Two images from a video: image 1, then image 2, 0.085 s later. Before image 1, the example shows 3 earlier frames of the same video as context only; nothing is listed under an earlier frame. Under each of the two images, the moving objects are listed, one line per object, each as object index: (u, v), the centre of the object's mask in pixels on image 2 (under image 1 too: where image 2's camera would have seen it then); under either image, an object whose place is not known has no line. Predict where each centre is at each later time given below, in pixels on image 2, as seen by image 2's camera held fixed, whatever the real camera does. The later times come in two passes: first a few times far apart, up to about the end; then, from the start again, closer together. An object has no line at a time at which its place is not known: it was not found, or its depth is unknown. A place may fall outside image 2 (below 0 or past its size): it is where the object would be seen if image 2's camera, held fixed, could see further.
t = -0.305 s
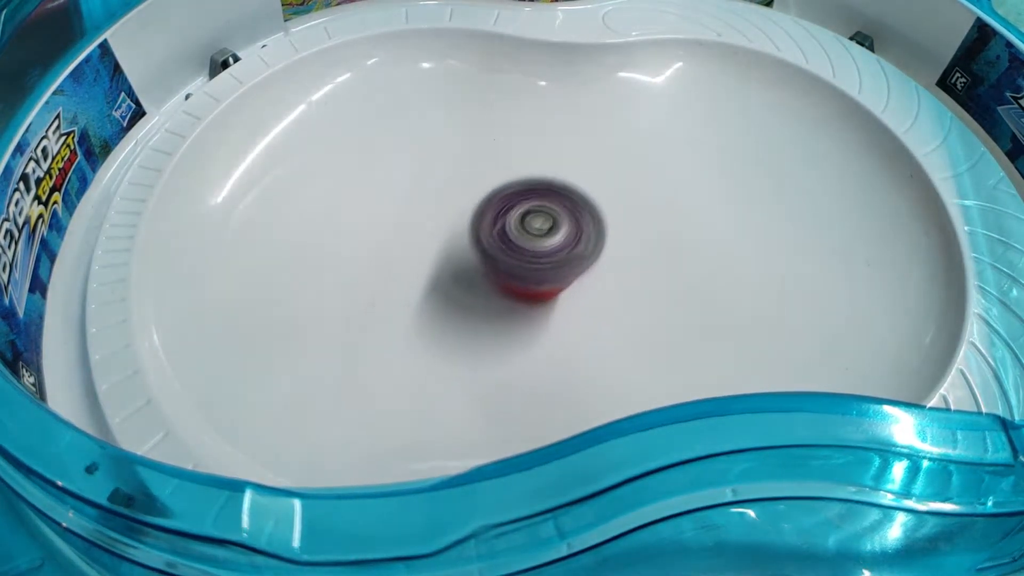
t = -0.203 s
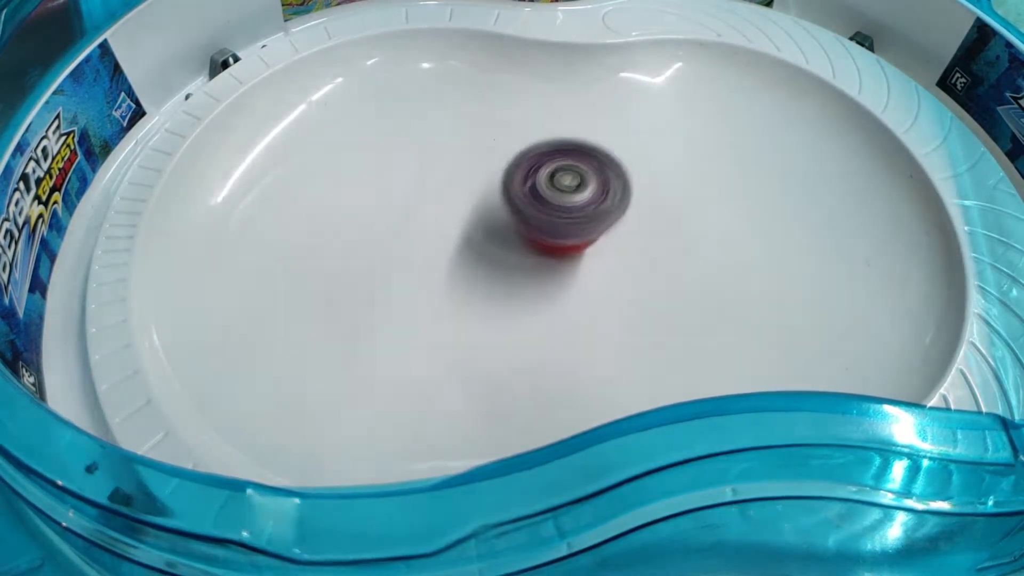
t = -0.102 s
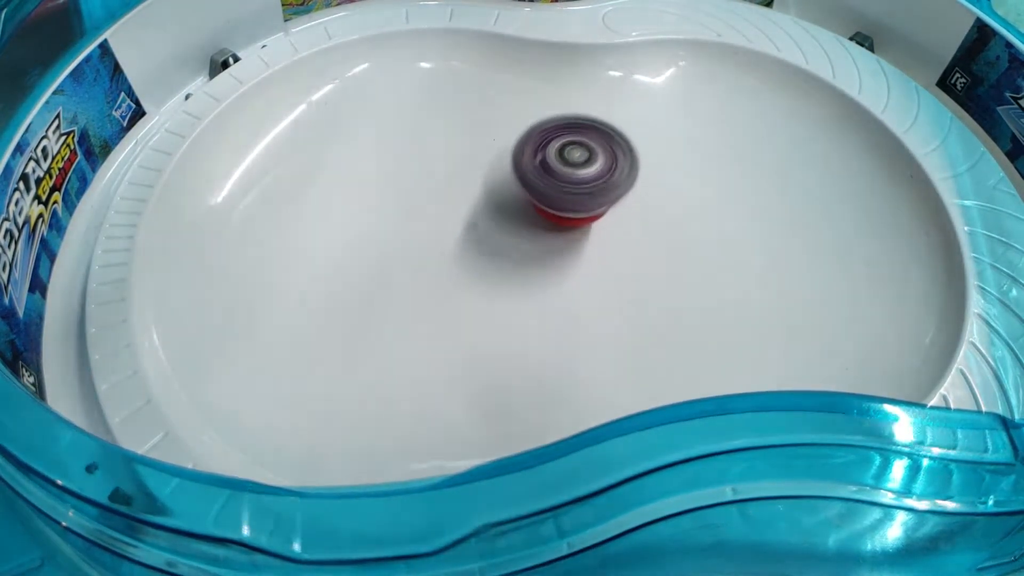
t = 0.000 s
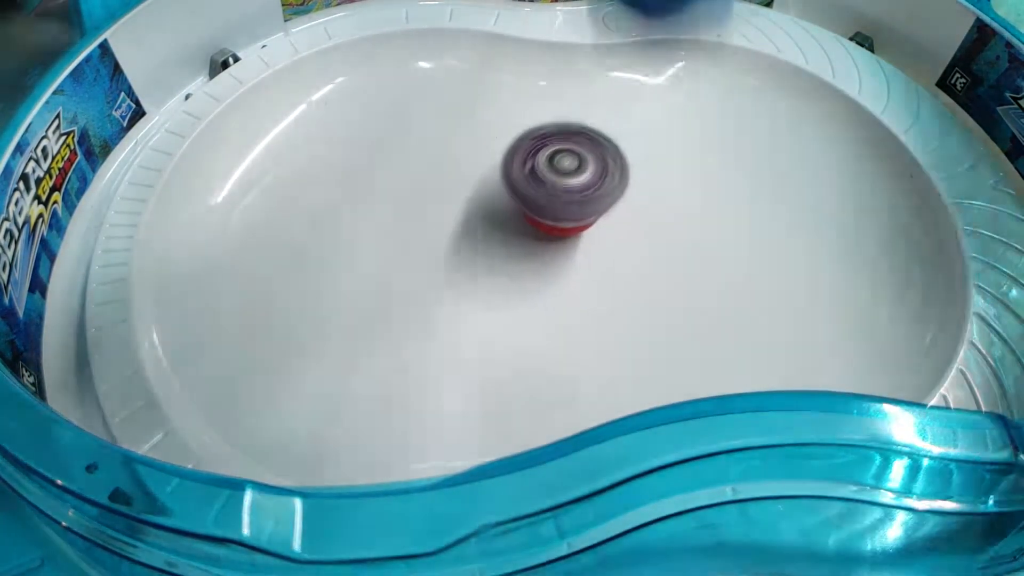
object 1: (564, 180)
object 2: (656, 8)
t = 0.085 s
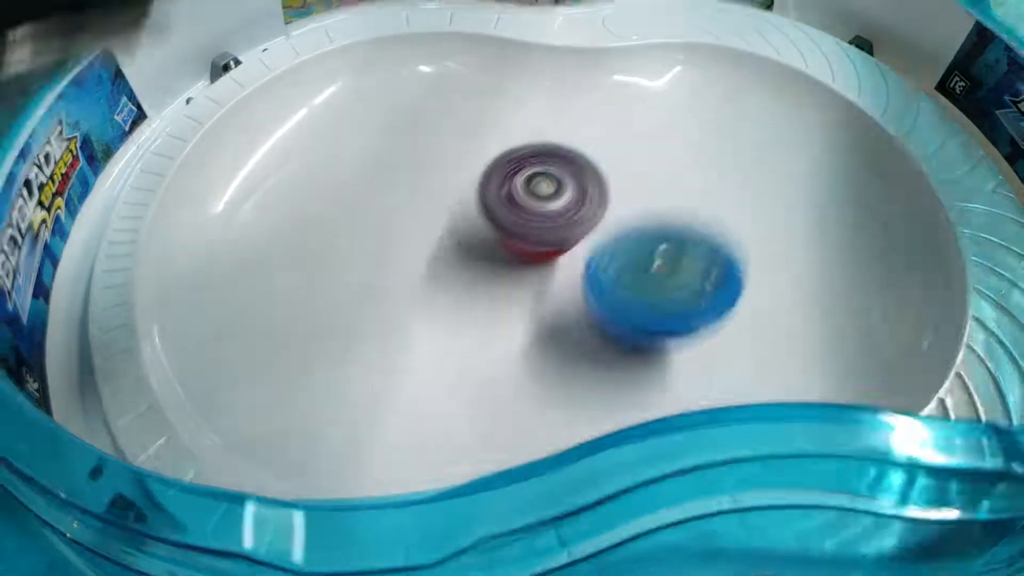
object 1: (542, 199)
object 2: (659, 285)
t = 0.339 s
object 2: (723, 164)
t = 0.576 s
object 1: (421, 295)
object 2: (725, 185)
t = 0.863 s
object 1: (469, 234)
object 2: (648, 298)
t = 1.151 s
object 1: (299, 214)
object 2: (790, 276)
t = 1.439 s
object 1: (472, 367)
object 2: (704, 158)
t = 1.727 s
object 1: (735, 215)
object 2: (465, 225)
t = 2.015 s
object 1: (742, 120)
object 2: (254, 342)
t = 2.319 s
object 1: (678, 180)
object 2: (391, 370)
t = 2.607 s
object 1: (813, 139)
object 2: (306, 284)
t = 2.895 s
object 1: (671, 314)
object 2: (573, 150)
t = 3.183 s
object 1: (536, 256)
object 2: (740, 249)
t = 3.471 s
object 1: (481, 204)
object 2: (781, 255)
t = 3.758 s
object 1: (473, 326)
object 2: (676, 138)
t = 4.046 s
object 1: (412, 318)
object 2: (541, 205)
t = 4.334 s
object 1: (303, 337)
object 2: (569, 204)
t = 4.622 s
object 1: (434, 245)
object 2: (667, 226)
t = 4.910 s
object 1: (350, 227)
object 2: (849, 205)
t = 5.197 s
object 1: (388, 280)
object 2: (732, 216)
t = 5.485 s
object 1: (455, 242)
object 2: (602, 277)
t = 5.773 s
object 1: (394, 178)
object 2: (532, 275)
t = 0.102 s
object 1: (536, 208)
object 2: (672, 254)
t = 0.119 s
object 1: (531, 216)
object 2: (681, 235)
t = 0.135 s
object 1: (525, 217)
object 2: (688, 218)
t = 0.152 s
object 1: (518, 221)
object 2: (693, 207)
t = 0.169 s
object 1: (512, 232)
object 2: (697, 202)
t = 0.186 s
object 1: (505, 237)
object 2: (700, 203)
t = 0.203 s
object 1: (499, 243)
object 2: (701, 209)
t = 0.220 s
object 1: (493, 250)
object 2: (703, 208)
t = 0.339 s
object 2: (723, 164)
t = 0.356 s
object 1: (445, 285)
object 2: (725, 160)
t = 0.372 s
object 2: (726, 157)
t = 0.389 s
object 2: (728, 155)
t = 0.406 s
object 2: (729, 154)
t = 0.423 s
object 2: (730, 154)
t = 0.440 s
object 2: (731, 154)
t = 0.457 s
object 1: (420, 296)
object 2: (731, 156)
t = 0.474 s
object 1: (417, 297)
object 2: (732, 157)
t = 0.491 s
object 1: (416, 297)
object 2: (731, 161)
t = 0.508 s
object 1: (416, 297)
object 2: (731, 164)
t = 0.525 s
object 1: (416, 297)
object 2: (730, 168)
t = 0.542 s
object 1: (417, 296)
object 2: (729, 173)
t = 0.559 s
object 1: (419, 296)
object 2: (727, 178)
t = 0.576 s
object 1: (421, 295)
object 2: (725, 185)
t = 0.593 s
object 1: (424, 294)
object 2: (722, 192)
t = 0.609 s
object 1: (428, 292)
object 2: (720, 198)
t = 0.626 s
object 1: (432, 291)
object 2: (717, 205)
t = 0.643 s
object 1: (437, 289)
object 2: (714, 213)
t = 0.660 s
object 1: (441, 286)
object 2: (710, 220)
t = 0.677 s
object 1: (446, 283)
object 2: (704, 229)
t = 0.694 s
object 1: (452, 280)
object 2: (699, 237)
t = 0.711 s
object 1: (456, 277)
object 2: (693, 245)
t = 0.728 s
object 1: (462, 273)
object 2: (687, 252)
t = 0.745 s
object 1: (467, 269)
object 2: (678, 260)
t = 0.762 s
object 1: (471, 265)
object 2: (670, 266)
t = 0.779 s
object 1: (476, 261)
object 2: (661, 273)
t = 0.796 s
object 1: (480, 257)
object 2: (652, 278)
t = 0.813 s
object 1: (485, 253)
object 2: (643, 281)
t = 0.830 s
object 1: (488, 250)
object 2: (635, 285)
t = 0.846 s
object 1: (480, 242)
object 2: (639, 292)
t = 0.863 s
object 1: (469, 234)
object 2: (648, 298)
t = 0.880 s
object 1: (458, 227)
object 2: (656, 304)
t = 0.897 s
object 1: (447, 221)
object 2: (664, 309)
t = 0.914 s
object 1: (435, 214)
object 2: (673, 313)
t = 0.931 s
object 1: (423, 209)
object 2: (682, 316)
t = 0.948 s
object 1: (411, 205)
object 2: (691, 318)
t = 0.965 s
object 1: (398, 200)
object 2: (700, 319)
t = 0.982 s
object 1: (387, 197)
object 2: (708, 319)
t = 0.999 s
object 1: (375, 195)
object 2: (717, 318)
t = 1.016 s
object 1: (363, 193)
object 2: (727, 315)
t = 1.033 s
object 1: (352, 192)
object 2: (737, 313)
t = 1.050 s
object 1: (341, 192)
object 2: (745, 309)
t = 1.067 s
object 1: (331, 194)
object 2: (754, 305)
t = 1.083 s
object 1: (323, 195)
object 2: (763, 300)
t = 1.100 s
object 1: (315, 199)
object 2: (771, 294)
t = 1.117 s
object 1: (308, 203)
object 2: (778, 289)
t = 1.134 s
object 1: (303, 208)
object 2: (784, 283)
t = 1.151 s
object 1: (299, 214)
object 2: (790, 276)
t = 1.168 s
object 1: (296, 221)
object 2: (793, 268)
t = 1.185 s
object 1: (295, 229)
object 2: (796, 262)
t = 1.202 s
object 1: (295, 238)
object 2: (797, 253)
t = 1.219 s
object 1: (297, 247)
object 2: (797, 245)
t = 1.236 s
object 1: (301, 258)
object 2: (795, 237)
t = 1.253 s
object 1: (305, 269)
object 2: (792, 229)
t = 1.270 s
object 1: (312, 280)
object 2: (788, 220)
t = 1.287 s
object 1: (321, 292)
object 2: (782, 213)
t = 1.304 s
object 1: (330, 303)
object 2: (777, 205)
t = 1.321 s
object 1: (342, 316)
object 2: (769, 197)
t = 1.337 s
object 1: (355, 327)
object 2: (760, 190)
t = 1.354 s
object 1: (372, 338)
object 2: (752, 183)
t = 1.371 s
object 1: (389, 347)
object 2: (743, 176)
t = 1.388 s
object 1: (407, 356)
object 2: (734, 171)
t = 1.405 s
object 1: (429, 362)
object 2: (724, 166)
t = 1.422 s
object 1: (451, 365)
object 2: (714, 161)
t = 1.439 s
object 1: (472, 367)
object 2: (704, 158)
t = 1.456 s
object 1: (495, 364)
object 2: (694, 155)
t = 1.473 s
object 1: (516, 362)
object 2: (682, 153)
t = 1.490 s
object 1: (534, 359)
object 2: (672, 152)
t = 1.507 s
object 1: (552, 353)
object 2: (661, 152)
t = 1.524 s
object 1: (571, 347)
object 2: (648, 153)
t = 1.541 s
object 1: (587, 340)
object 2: (637, 154)
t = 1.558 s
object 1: (602, 332)
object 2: (624, 157)
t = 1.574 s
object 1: (619, 323)
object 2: (611, 162)
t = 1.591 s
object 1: (634, 313)
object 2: (597, 166)
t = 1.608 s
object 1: (649, 302)
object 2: (583, 172)
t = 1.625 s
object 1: (664, 290)
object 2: (568, 179)
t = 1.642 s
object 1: (679, 278)
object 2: (553, 186)
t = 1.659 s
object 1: (693, 265)
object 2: (537, 194)
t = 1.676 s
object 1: (704, 251)
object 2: (520, 202)
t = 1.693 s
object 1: (715, 239)
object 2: (502, 210)
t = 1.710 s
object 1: (726, 227)
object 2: (485, 218)
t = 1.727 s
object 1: (735, 215)
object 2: (465, 225)
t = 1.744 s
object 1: (743, 203)
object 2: (446, 234)
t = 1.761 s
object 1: (750, 192)
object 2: (427, 242)
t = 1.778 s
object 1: (757, 182)
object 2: (407, 249)
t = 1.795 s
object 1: (762, 171)
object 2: (387, 255)
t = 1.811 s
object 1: (767, 161)
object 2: (366, 262)
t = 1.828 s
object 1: (771, 152)
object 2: (347, 270)
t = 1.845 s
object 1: (773, 144)
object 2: (329, 276)
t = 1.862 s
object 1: (775, 136)
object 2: (311, 283)
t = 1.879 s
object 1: (775, 129)
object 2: (296, 290)
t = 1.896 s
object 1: (774, 124)
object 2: (282, 297)
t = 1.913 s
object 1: (773, 119)
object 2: (270, 304)
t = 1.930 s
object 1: (770, 116)
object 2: (260, 310)
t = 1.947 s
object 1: (766, 115)
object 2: (253, 317)
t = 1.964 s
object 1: (761, 114)
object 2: (248, 324)
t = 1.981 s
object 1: (756, 114)
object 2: (247, 330)
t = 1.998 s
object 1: (749, 117)
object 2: (249, 336)
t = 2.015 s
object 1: (742, 120)
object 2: (254, 342)
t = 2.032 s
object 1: (734, 124)
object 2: (262, 347)
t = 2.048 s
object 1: (726, 129)
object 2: (275, 351)
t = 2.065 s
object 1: (717, 135)
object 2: (290, 355)
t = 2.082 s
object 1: (707, 142)
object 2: (306, 358)
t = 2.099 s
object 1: (697, 150)
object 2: (325, 360)
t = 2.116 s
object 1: (688, 157)
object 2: (345, 360)
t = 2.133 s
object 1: (678, 166)
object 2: (367, 360)
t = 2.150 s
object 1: (667, 176)
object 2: (389, 358)
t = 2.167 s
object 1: (654, 186)
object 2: (411, 356)
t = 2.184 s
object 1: (643, 195)
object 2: (434, 351)
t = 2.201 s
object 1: (631, 205)
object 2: (455, 344)
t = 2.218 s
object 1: (619, 214)
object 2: (476, 335)
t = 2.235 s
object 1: (607, 224)
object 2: (496, 323)
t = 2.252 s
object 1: (604, 227)
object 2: (500, 321)
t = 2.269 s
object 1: (624, 215)
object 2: (473, 336)
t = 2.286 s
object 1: (644, 203)
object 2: (446, 350)
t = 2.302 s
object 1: (661, 192)
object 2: (418, 361)
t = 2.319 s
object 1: (678, 180)
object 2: (391, 370)
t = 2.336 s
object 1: (695, 169)
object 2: (363, 376)
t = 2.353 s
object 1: (712, 160)
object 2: (336, 381)
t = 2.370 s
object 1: (727, 150)
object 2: (312, 383)
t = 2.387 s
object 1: (741, 141)
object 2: (289, 383)
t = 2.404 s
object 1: (754, 135)
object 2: (271, 379)
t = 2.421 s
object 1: (766, 127)
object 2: (256, 375)
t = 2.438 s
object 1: (778, 121)
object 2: (244, 370)
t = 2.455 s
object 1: (787, 116)
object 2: (235, 363)
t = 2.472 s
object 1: (796, 112)
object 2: (231, 356)
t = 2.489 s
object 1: (805, 108)
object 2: (230, 348)
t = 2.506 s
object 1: (811, 107)
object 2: (233, 339)
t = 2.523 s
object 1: (815, 108)
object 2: (239, 330)
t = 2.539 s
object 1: (818, 111)
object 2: (247, 323)
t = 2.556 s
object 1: (819, 115)
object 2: (259, 314)
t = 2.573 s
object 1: (819, 122)
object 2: (273, 304)
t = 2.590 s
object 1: (816, 130)
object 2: (289, 294)
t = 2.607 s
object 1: (813, 139)
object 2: (306, 284)
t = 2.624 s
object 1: (807, 150)
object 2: (324, 274)
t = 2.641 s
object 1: (801, 160)
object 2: (343, 263)
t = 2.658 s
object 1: (793, 171)
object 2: (362, 252)
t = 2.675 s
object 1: (785, 182)
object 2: (380, 242)
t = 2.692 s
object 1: (777, 194)
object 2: (400, 232)
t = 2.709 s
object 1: (768, 206)
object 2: (417, 222)
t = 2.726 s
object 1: (759, 217)
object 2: (435, 212)
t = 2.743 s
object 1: (750, 228)
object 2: (452, 202)
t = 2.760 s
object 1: (741, 239)
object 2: (467, 193)
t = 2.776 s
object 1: (731, 250)
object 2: (483, 184)
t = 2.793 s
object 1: (724, 260)
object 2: (497, 175)
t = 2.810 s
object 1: (716, 270)
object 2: (512, 167)
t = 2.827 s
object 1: (706, 281)
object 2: (524, 162)
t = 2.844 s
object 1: (697, 290)
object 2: (537, 157)
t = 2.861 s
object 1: (689, 299)
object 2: (550, 152)
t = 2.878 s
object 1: (680, 307)
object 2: (562, 151)
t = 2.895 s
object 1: (671, 314)
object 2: (573, 150)
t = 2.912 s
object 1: (663, 318)
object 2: (585, 151)
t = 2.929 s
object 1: (654, 324)
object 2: (596, 152)
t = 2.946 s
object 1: (646, 326)
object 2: (608, 155)
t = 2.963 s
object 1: (637, 329)
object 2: (619, 159)
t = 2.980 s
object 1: (627, 331)
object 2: (630, 163)
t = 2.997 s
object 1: (618, 331)
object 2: (640, 169)
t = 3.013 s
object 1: (609, 328)
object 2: (650, 174)
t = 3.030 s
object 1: (600, 326)
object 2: (661, 181)
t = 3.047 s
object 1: (592, 321)
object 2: (670, 187)
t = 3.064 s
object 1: (583, 317)
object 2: (680, 195)
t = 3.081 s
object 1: (576, 310)
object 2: (690, 201)
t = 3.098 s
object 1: (568, 303)
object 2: (699, 211)
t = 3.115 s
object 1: (561, 293)
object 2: (708, 218)
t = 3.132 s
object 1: (554, 285)
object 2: (716, 226)
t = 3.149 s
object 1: (548, 275)
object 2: (725, 234)
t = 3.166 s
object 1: (541, 266)
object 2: (732, 242)
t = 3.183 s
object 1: (536, 256)
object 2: (740, 249)
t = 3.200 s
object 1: (531, 246)
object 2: (747, 256)
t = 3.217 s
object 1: (527, 238)
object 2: (754, 261)
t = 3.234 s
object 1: (522, 230)
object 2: (760, 267)
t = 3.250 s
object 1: (518, 221)
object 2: (765, 272)
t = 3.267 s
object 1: (515, 214)
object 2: (770, 276)
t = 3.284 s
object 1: (511, 208)
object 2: (775, 279)
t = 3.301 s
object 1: (508, 202)
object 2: (779, 282)
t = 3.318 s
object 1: (506, 197)
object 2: (782, 283)
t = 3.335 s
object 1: (503, 193)
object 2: (785, 283)
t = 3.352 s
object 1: (500, 191)
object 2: (786, 283)
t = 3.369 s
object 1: (498, 189)
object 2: (788, 281)
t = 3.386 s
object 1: (495, 189)
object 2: (789, 280)
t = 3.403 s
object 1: (493, 189)
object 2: (788, 276)
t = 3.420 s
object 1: (490, 191)
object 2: (788, 272)
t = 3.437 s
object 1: (487, 194)
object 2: (786, 267)
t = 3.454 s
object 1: (484, 198)
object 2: (784, 262)
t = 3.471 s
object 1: (481, 204)
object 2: (781, 255)
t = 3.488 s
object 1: (478, 209)
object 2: (778, 249)
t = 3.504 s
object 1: (476, 216)
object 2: (774, 242)
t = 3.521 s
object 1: (473, 223)
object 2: (770, 234)
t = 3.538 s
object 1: (471, 230)
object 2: (765, 226)
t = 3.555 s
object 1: (470, 238)
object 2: (759, 218)
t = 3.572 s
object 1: (468, 246)
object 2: (754, 210)
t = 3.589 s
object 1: (468, 255)
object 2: (748, 202)
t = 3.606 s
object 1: (467, 264)
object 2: (742, 194)
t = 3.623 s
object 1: (467, 272)
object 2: (735, 186)
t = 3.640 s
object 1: (467, 281)
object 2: (728, 178)
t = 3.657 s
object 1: (467, 290)
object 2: (722, 171)
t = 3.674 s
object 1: (468, 297)
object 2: (715, 163)
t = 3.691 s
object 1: (469, 304)
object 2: (707, 157)
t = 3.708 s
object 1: (470, 311)
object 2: (700, 152)
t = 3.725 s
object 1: (471, 317)
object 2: (692, 146)
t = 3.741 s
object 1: (472, 322)
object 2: (684, 142)
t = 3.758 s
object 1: (473, 326)
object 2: (676, 138)
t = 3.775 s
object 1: (474, 329)
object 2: (668, 136)
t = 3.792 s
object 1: (475, 331)
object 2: (659, 135)
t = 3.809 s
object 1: (475, 333)
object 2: (651, 134)
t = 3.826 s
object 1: (475, 333)
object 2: (642, 135)
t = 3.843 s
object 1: (475, 333)
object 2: (632, 137)
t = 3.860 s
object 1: (474, 332)
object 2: (624, 141)
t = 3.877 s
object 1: (472, 331)
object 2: (615, 146)
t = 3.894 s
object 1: (471, 329)
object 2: (606, 151)
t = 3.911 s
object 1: (469, 326)
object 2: (595, 159)
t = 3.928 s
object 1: (467, 323)
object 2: (585, 167)
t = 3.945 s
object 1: (464, 320)
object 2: (575, 175)
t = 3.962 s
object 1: (462, 315)
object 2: (565, 184)
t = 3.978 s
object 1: (459, 311)
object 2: (554, 194)
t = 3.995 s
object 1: (457, 305)
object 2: (543, 203)
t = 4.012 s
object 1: (451, 304)
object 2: (536, 210)
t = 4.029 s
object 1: (432, 310)
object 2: (538, 208)
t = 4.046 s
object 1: (412, 318)
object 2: (541, 205)
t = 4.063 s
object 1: (392, 324)
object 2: (544, 203)
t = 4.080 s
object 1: (372, 329)
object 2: (546, 200)
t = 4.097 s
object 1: (353, 335)
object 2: (549, 198)
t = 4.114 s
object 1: (336, 339)
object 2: (552, 196)
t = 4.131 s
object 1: (319, 343)
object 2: (554, 195)
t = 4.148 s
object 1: (305, 346)
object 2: (556, 193)
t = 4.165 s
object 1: (293, 348)
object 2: (558, 193)
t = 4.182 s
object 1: (282, 350)
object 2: (560, 192)
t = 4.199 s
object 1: (273, 351)
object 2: (561, 192)
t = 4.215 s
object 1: (268, 351)
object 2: (563, 192)
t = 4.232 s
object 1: (265, 351)
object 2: (564, 193)
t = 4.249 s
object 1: (264, 350)
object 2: (565, 194)
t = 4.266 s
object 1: (267, 349)
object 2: (566, 196)
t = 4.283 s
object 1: (273, 346)
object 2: (567, 197)
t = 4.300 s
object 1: (281, 343)
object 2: (568, 200)
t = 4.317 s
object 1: (291, 340)
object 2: (568, 202)
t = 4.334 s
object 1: (303, 337)
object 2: (569, 204)
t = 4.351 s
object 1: (317, 332)
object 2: (570, 207)
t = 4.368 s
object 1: (331, 327)
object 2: (570, 209)
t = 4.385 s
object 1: (345, 322)
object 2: (571, 212)
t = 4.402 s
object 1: (359, 317)
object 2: (571, 214)
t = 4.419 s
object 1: (375, 310)
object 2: (572, 217)
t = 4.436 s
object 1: (389, 304)
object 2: (573, 219)
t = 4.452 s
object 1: (405, 297)
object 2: (574, 222)
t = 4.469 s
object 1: (419, 291)
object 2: (575, 224)
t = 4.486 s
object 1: (434, 283)
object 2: (576, 226)
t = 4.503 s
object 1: (446, 276)
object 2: (579, 228)
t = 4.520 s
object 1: (446, 271)
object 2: (591, 229)
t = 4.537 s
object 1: (446, 266)
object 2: (604, 229)
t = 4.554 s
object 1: (445, 262)
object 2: (617, 228)
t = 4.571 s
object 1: (443, 257)
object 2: (629, 228)
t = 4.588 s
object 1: (441, 253)
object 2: (642, 226)
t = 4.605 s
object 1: (437, 249)
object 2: (654, 227)
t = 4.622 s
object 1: (434, 245)
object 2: (667, 226)
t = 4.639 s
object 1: (430, 242)
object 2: (680, 225)
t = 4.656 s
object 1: (425, 238)
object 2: (692, 226)
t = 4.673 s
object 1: (420, 236)
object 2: (704, 225)
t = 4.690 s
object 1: (414, 233)
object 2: (717, 223)
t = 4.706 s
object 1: (408, 231)
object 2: (730, 223)
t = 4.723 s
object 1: (402, 229)
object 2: (743, 222)
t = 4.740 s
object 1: (396, 227)
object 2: (755, 222)
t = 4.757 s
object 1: (390, 225)
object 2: (768, 221)
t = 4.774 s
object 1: (385, 224)
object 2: (781, 220)
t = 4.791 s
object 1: (379, 223)
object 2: (793, 219)
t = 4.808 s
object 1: (373, 223)
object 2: (804, 217)
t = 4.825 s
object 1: (369, 223)
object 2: (814, 215)
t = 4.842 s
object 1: (364, 223)
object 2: (824, 213)
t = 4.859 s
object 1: (360, 223)
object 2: (833, 211)
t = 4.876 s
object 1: (356, 224)
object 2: (840, 208)
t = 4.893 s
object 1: (353, 225)
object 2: (845, 206)
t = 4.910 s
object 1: (350, 227)
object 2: (849, 205)
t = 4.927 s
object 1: (348, 229)
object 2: (852, 203)
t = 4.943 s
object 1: (347, 231)
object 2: (852, 202)
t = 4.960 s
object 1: (345, 234)
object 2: (851, 201)
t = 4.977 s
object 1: (345, 237)
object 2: (849, 201)
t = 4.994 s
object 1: (346, 240)
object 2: (844, 202)
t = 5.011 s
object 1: (347, 244)
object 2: (838, 202)
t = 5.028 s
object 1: (348, 247)
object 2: (831, 203)
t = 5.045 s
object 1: (350, 251)
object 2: (823, 204)
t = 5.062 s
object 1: (352, 255)
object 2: (814, 205)
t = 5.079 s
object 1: (356, 259)
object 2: (804, 206)
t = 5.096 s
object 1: (359, 263)
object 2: (794, 207)
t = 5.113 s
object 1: (363, 266)
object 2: (784, 208)
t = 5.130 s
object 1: (367, 269)
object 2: (773, 210)
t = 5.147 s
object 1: (372, 272)
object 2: (763, 211)
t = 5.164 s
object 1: (377, 276)
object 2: (751, 213)
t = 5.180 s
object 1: (382, 278)
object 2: (743, 214)
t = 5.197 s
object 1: (388, 280)
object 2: (732, 216)
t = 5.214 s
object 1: (393, 281)
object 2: (722, 218)
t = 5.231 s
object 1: (399, 282)
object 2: (713, 221)
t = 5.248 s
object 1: (405, 283)
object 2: (704, 224)
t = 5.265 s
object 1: (410, 283)
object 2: (695, 227)
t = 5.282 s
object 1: (416, 283)
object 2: (687, 230)
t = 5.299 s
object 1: (421, 282)
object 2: (678, 234)
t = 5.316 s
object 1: (427, 280)
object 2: (670, 238)
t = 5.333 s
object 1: (432, 278)
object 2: (663, 242)
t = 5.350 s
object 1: (437, 275)
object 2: (655, 245)
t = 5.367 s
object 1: (442, 272)
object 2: (648, 250)
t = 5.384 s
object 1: (446, 268)
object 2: (640, 254)
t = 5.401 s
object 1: (449, 264)
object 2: (633, 258)
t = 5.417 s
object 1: (451, 260)
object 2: (627, 262)
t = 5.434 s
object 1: (453, 256)
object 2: (621, 266)
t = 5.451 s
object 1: (455, 252)
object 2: (614, 271)
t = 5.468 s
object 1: (455, 247)
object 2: (609, 273)
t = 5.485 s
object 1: (455, 242)
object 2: (602, 277)
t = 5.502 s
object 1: (455, 237)
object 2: (597, 280)
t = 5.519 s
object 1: (455, 231)
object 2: (592, 282)
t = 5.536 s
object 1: (454, 226)
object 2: (586, 285)
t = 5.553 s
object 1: (452, 220)
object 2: (581, 287)
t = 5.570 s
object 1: (449, 216)
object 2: (576, 289)
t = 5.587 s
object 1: (446, 211)
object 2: (571, 290)
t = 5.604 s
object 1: (442, 206)
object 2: (567, 290)
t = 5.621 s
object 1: (439, 201)
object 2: (563, 290)
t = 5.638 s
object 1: (435, 197)
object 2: (559, 290)
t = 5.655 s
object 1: (430, 193)
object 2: (555, 289)
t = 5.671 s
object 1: (425, 189)
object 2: (551, 288)
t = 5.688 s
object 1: (420, 186)
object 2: (548, 287)
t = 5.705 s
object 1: (415, 183)
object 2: (544, 285)
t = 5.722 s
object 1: (410, 181)
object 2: (541, 283)
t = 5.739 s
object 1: (404, 180)
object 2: (538, 280)
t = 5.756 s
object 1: (399, 179)
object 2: (535, 278)
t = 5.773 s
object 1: (394, 178)
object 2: (532, 275)
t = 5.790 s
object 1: (389, 178)
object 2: (529, 272)
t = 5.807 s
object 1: (384, 178)
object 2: (526, 269)
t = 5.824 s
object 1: (380, 179)
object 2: (524, 267)
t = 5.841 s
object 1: (375, 181)
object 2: (522, 264)
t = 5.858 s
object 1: (371, 183)
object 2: (519, 261)
